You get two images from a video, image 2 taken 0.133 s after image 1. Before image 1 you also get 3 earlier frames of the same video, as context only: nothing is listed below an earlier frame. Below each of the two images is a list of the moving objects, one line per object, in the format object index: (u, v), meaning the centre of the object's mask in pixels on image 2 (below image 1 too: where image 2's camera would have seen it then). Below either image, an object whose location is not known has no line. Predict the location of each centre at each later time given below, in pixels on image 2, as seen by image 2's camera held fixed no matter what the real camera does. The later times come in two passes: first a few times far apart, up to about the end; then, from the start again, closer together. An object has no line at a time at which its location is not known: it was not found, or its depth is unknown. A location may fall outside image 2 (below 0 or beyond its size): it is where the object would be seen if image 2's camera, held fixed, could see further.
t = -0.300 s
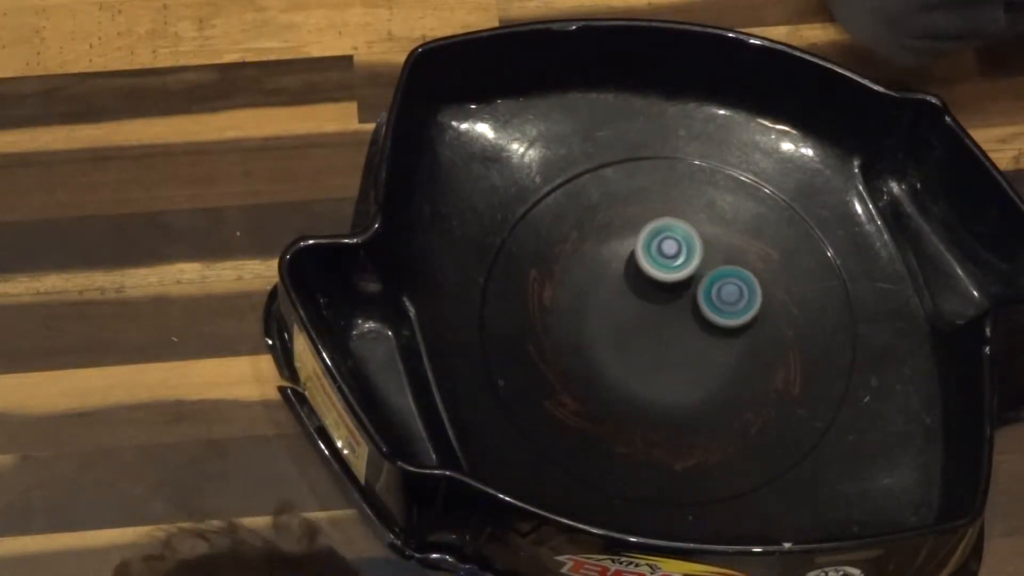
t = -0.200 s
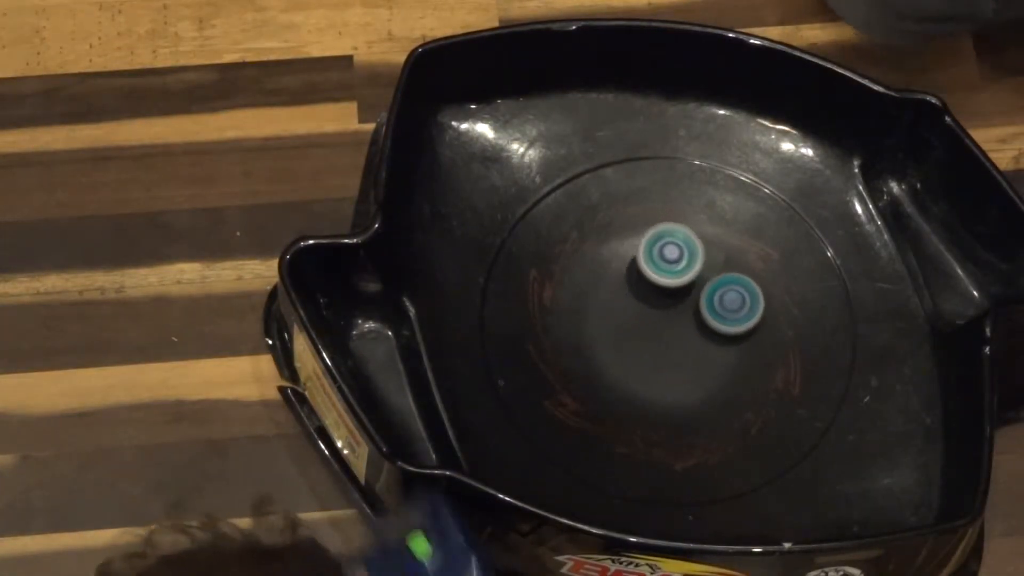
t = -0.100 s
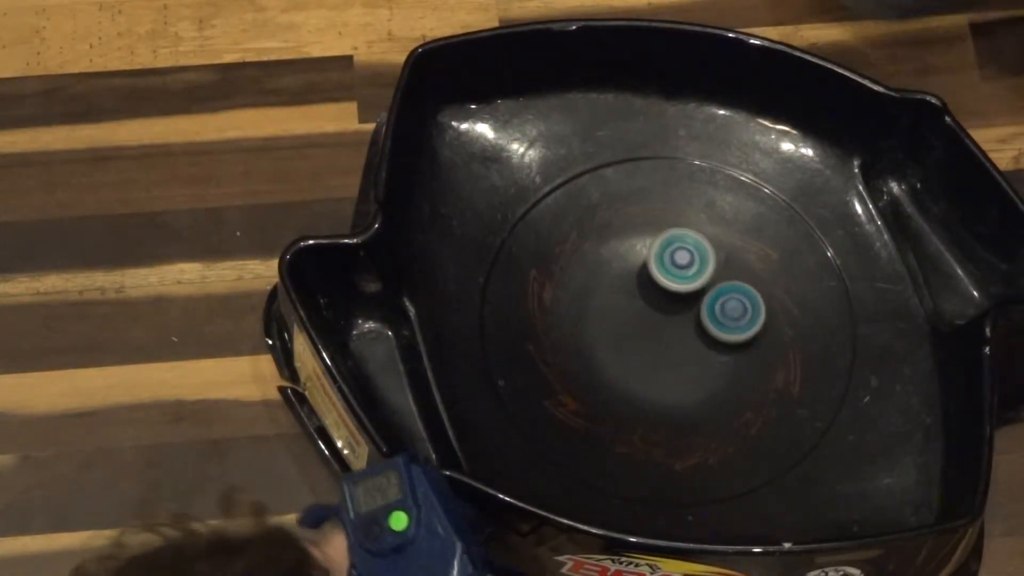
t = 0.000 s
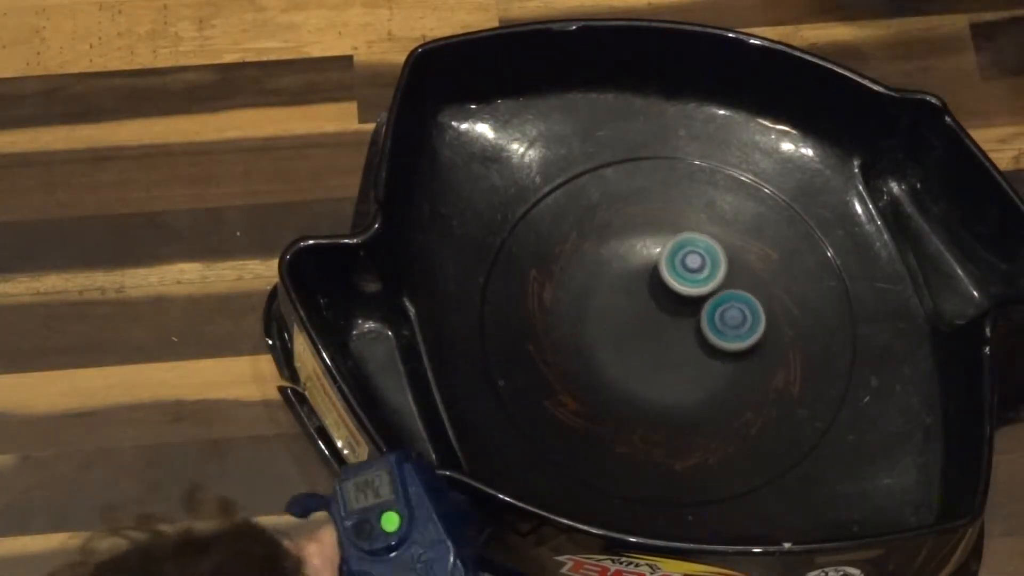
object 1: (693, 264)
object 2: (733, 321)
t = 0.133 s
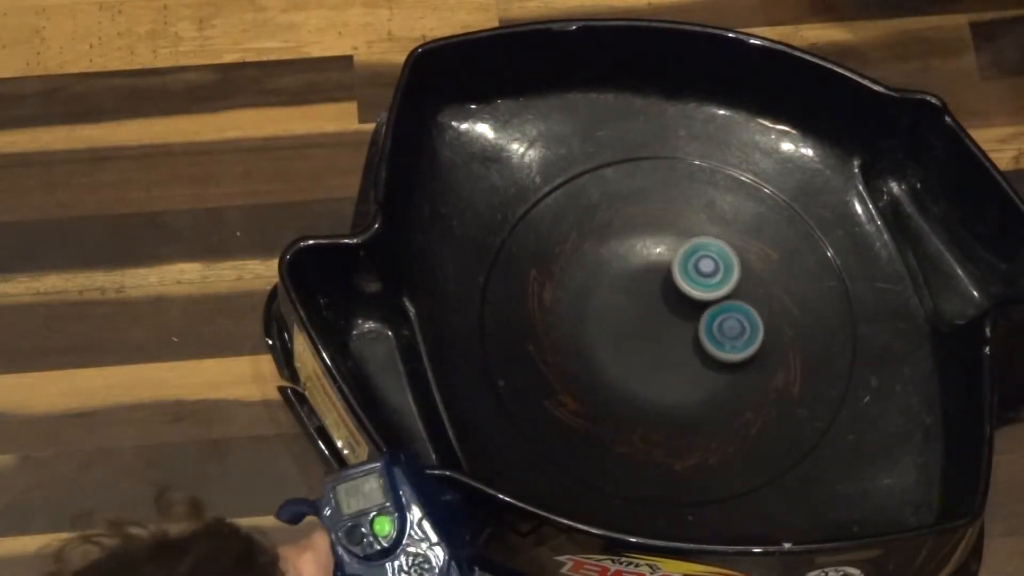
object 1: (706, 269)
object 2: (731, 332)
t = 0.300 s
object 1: (719, 277)
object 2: (725, 346)
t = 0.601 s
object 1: (708, 270)
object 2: (695, 355)
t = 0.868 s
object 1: (702, 283)
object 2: (675, 363)
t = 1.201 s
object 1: (689, 287)
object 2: (634, 347)
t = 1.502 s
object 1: (680, 275)
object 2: (608, 334)
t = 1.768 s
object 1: (654, 256)
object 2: (599, 323)
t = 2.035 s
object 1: (612, 252)
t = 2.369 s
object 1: (637, 263)
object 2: (609, 321)
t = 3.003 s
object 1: (688, 249)
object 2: (642, 303)
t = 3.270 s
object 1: (710, 268)
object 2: (655, 299)
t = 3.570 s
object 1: (731, 281)
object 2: (641, 301)
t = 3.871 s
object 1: (734, 326)
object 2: (632, 303)
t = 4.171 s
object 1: (717, 366)
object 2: (628, 308)
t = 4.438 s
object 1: (683, 382)
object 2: (630, 310)
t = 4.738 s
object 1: (639, 377)
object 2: (640, 307)
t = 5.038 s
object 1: (619, 353)
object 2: (652, 299)
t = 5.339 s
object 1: (611, 315)
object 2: (667, 290)
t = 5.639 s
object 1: (633, 283)
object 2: (686, 281)
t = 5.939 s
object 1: (648, 256)
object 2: (709, 273)
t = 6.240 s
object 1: (658, 261)
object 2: (715, 270)
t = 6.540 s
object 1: (652, 266)
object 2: (732, 282)
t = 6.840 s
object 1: (649, 279)
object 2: (730, 300)
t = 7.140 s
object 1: (660, 282)
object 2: (724, 328)
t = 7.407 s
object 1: (674, 274)
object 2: (707, 346)
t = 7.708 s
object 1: (682, 260)
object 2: (680, 354)
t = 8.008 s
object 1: (666, 260)
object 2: (649, 342)
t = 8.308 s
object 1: (675, 271)
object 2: (626, 319)
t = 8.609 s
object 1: (691, 271)
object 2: (617, 300)
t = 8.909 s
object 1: (690, 260)
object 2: (627, 288)
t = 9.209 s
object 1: (684, 255)
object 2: (636, 286)
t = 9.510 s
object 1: (696, 261)
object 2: (646, 289)
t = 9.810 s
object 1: (720, 273)
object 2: (660, 289)
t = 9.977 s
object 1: (729, 284)
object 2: (666, 290)
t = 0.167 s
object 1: (708, 269)
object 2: (729, 333)
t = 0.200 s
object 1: (709, 280)
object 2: (726, 345)
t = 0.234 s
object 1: (710, 273)
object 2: (724, 339)
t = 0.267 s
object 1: (714, 274)
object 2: (724, 340)
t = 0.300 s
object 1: (719, 277)
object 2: (725, 346)
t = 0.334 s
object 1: (716, 284)
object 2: (719, 355)
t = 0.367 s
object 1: (716, 277)
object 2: (716, 349)
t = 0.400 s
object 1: (717, 275)
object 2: (714, 347)
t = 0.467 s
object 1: (722, 271)
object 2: (714, 350)
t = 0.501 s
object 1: (719, 271)
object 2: (711, 351)
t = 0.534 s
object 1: (718, 274)
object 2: (709, 357)
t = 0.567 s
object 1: (711, 269)
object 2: (700, 352)
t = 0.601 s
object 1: (708, 270)
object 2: (695, 355)
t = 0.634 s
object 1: (704, 275)
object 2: (690, 360)
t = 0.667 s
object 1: (708, 273)
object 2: (691, 358)
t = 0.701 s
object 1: (704, 274)
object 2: (686, 358)
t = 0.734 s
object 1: (705, 276)
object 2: (685, 359)
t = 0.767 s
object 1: (708, 276)
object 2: (686, 359)
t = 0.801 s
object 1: (699, 282)
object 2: (675, 364)
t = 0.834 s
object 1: (701, 278)
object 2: (676, 358)
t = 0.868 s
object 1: (702, 283)
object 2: (675, 363)
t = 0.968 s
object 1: (697, 286)
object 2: (662, 361)
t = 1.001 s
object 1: (695, 286)
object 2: (658, 359)
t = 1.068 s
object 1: (693, 287)
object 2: (649, 356)
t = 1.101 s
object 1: (694, 290)
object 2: (647, 355)
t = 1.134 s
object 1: (685, 290)
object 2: (635, 353)
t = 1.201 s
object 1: (689, 287)
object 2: (634, 347)
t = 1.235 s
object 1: (690, 289)
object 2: (633, 347)
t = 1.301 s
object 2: (617, 346)
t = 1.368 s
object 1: (682, 287)
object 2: (616, 342)
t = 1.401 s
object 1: (683, 285)
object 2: (616, 341)
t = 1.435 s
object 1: (677, 279)
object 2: (607, 335)
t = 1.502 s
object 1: (680, 275)
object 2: (608, 334)
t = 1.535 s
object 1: (675, 273)
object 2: (603, 332)
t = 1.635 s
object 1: (669, 261)
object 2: (601, 324)
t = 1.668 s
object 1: (665, 257)
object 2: (600, 322)
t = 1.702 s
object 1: (661, 254)
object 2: (598, 321)
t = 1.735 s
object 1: (653, 262)
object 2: (594, 329)
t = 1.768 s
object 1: (654, 256)
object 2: (599, 323)
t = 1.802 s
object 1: (649, 248)
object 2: (599, 316)
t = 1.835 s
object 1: (641, 248)
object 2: (597, 315)
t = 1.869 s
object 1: (634, 249)
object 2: (596, 313)
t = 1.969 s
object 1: (618, 260)
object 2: (596, 313)
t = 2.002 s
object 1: (615, 259)
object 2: (596, 313)
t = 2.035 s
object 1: (612, 252)
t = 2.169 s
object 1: (616, 256)
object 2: (596, 329)
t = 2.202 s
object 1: (613, 254)
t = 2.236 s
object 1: (614, 260)
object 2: (597, 326)
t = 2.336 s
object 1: (631, 265)
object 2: (606, 324)
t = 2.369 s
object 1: (637, 263)
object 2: (609, 321)
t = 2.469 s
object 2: (613, 326)
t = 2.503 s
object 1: (665, 256)
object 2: (620, 312)
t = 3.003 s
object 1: (688, 249)
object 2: (642, 303)
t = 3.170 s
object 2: (640, 295)
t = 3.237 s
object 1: (690, 267)
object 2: (646, 300)
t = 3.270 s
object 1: (710, 268)
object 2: (655, 299)
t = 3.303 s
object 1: (719, 269)
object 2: (652, 300)
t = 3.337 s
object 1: (724, 270)
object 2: (650, 300)
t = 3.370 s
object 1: (727, 271)
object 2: (649, 300)
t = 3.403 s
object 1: (728, 271)
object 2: (648, 300)
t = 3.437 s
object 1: (729, 273)
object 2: (646, 300)
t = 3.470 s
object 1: (730, 274)
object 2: (645, 300)
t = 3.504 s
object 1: (730, 276)
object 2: (644, 300)
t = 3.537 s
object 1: (731, 278)
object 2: (643, 300)
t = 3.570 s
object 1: (731, 281)
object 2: (641, 301)
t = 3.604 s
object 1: (731, 284)
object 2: (640, 301)
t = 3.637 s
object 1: (732, 288)
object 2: (639, 301)
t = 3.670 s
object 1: (733, 293)
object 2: (638, 301)
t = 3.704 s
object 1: (734, 298)
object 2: (637, 301)
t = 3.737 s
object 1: (734, 303)
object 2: (636, 301)
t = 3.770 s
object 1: (735, 309)
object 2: (635, 302)
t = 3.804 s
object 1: (734, 315)
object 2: (634, 302)
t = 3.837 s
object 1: (734, 320)
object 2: (632, 302)
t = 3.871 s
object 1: (734, 326)
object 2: (632, 303)
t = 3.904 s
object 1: (734, 332)
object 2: (631, 304)
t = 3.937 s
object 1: (733, 337)
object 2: (630, 304)
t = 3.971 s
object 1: (732, 342)
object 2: (630, 305)
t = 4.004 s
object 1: (730, 347)
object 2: (629, 306)
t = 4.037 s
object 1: (728, 351)
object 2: (629, 306)
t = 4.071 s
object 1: (726, 355)
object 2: (629, 306)
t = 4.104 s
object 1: (723, 359)
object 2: (628, 307)
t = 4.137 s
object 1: (721, 362)
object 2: (628, 307)
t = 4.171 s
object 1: (717, 366)
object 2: (628, 308)
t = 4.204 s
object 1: (714, 369)
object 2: (628, 308)
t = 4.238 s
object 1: (710, 372)
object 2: (628, 309)
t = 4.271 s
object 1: (707, 374)
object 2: (628, 309)
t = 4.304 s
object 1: (703, 376)
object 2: (628, 309)
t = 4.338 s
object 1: (698, 378)
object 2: (629, 309)
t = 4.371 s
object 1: (694, 380)
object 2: (629, 310)
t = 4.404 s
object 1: (688, 381)
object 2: (630, 310)
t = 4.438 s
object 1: (683, 382)
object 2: (630, 310)
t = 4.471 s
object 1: (678, 382)
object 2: (631, 310)
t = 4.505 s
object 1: (672, 383)
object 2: (632, 310)
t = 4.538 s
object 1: (667, 382)
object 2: (633, 310)
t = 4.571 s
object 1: (662, 382)
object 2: (634, 310)
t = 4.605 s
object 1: (656, 381)
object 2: (635, 309)
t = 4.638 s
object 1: (651, 380)
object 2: (636, 309)
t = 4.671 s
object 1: (646, 379)
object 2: (637, 309)
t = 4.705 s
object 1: (643, 378)
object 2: (639, 308)
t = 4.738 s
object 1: (639, 377)
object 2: (640, 307)
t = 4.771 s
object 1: (637, 376)
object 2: (642, 306)
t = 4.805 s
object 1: (634, 375)
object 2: (643, 306)
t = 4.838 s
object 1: (632, 372)
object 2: (645, 305)
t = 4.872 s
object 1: (630, 370)
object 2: (646, 304)
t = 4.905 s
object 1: (628, 367)
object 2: (647, 304)
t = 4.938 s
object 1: (626, 364)
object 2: (649, 302)
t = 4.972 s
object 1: (624, 361)
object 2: (650, 301)
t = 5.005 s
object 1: (621, 357)
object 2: (651, 300)
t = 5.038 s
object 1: (619, 353)
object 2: (652, 299)
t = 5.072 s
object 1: (617, 349)
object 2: (654, 298)
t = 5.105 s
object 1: (615, 344)
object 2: (656, 297)
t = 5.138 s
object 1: (614, 339)
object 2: (657, 296)
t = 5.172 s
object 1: (612, 335)
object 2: (659, 295)
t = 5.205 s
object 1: (611, 330)
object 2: (660, 293)
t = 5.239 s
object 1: (610, 326)
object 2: (662, 292)
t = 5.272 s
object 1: (610, 322)
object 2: (664, 291)
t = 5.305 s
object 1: (610, 318)
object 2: (666, 291)
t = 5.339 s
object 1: (611, 315)
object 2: (667, 290)
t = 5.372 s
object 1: (612, 312)
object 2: (669, 289)
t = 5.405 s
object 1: (613, 308)
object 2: (671, 288)
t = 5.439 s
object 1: (615, 305)
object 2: (672, 287)
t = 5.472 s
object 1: (617, 301)
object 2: (674, 286)
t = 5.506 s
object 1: (620, 298)
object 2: (676, 285)
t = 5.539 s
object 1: (623, 294)
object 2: (678, 284)
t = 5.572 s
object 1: (626, 291)
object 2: (681, 283)
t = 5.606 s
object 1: (629, 287)
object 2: (683, 282)
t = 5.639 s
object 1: (633, 283)
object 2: (686, 281)
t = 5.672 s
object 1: (637, 279)
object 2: (689, 280)
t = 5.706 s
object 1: (639, 276)
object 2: (692, 279)
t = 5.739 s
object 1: (641, 272)
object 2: (695, 278)
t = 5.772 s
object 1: (645, 269)
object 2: (697, 277)
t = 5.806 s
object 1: (648, 266)
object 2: (700, 276)
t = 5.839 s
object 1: (649, 263)
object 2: (702, 275)
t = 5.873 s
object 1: (649, 259)
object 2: (705, 275)
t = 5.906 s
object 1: (649, 257)
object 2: (707, 274)
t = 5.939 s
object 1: (648, 256)
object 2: (709, 273)
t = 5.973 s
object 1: (647, 256)
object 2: (710, 272)
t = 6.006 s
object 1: (647, 256)
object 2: (711, 271)
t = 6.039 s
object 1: (646, 257)
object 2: (711, 270)
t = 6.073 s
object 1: (647, 258)
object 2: (711, 269)
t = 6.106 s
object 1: (649, 260)
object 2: (711, 269)
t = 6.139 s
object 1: (653, 261)
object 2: (711, 269)
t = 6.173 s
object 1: (657, 261)
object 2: (712, 269)
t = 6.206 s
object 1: (660, 261)
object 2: (713, 269)
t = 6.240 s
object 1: (658, 261)
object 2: (715, 270)
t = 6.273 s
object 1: (658, 261)
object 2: (715, 270)
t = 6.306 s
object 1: (660, 261)
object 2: (716, 272)
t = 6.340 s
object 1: (663, 262)
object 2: (717, 273)
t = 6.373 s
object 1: (665, 263)
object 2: (718, 274)
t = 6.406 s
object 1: (667, 264)
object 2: (720, 276)
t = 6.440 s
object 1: (659, 263)
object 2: (724, 277)
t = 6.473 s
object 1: (655, 264)
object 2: (730, 280)
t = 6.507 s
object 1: (653, 265)
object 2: (731, 281)
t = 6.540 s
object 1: (652, 266)
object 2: (732, 282)
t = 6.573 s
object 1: (651, 268)
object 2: (732, 282)
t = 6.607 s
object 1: (650, 269)
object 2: (731, 284)
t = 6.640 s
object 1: (649, 271)
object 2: (731, 285)
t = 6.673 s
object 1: (648, 272)
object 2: (730, 287)
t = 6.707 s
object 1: (648, 274)
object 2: (730, 289)
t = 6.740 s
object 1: (648, 275)
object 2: (730, 291)
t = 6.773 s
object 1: (648, 276)
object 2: (730, 294)
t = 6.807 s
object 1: (648, 277)
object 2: (730, 297)
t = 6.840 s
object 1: (649, 279)
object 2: (730, 300)
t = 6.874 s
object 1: (650, 280)
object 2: (730, 302)
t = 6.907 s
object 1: (650, 281)
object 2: (730, 306)
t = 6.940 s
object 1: (651, 282)
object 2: (730, 309)
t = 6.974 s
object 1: (652, 282)
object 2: (729, 312)
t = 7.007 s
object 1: (654, 282)
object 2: (729, 316)
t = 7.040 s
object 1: (655, 282)
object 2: (728, 319)
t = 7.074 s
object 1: (657, 282)
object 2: (727, 322)
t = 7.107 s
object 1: (659, 283)
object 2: (726, 325)
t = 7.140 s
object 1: (660, 282)
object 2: (724, 328)
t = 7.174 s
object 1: (662, 281)
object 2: (723, 331)
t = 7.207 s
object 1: (664, 280)
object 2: (721, 333)
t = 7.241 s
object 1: (666, 279)
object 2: (719, 336)
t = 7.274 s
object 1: (667, 279)
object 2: (717, 338)
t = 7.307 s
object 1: (669, 278)
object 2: (715, 340)
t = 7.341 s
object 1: (671, 277)
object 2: (713, 342)
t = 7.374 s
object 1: (672, 275)
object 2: (710, 344)
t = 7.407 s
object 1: (674, 274)
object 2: (707, 346)
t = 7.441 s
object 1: (675, 273)
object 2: (705, 347)
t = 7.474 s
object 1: (676, 272)
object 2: (702, 349)
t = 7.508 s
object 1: (678, 270)
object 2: (699, 351)
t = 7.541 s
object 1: (679, 268)
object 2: (696, 352)
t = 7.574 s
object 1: (680, 267)
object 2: (693, 353)
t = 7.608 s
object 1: (681, 265)
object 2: (690, 353)
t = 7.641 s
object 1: (681, 263)
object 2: (687, 354)
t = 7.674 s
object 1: (682, 261)
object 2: (684, 354)
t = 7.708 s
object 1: (682, 260)
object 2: (680, 354)
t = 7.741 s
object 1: (681, 259)
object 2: (677, 354)
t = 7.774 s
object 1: (680, 258)
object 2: (674, 353)
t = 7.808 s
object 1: (678, 257)
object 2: (670, 352)
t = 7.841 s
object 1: (676, 256)
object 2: (667, 351)
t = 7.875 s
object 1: (673, 256)
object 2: (663, 350)
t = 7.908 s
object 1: (670, 257)
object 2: (660, 348)
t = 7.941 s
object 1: (668, 258)
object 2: (656, 346)
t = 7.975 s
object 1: (667, 259)
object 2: (653, 344)
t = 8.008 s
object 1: (666, 260)
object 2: (649, 342)
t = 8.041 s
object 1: (666, 262)
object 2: (646, 339)
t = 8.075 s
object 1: (666, 263)
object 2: (643, 337)
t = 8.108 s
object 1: (666, 265)
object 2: (640, 335)
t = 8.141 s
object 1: (667, 266)
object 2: (637, 332)
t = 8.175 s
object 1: (668, 267)
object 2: (635, 329)
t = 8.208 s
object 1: (670, 269)
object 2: (632, 327)
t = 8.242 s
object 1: (671, 270)
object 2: (630, 324)
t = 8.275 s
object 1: (673, 270)
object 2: (628, 321)
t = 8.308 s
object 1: (675, 271)
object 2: (626, 319)
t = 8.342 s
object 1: (676, 272)
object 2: (624, 317)
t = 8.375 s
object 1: (678, 272)
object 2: (623, 315)
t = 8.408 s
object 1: (680, 273)
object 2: (621, 312)
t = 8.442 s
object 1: (682, 273)
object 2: (620, 310)
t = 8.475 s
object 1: (684, 273)
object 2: (619, 307)
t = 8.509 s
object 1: (686, 273)
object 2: (619, 306)
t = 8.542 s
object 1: (688, 273)
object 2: (618, 304)
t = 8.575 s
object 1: (689, 272)
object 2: (618, 302)
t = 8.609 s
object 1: (691, 271)
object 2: (617, 300)
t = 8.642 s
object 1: (692, 270)
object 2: (617, 299)
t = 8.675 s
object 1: (693, 269)
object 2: (617, 297)
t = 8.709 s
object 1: (693, 268)
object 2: (618, 296)
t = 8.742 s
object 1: (693, 267)
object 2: (619, 294)
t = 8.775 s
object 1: (693, 265)
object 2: (620, 293)
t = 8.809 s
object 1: (693, 264)
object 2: (621, 291)
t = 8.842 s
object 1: (692, 262)
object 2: (623, 290)
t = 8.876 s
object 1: (691, 261)
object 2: (625, 289)
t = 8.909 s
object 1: (690, 260)
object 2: (627, 288)
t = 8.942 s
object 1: (687, 259)
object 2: (629, 287)
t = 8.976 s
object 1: (684, 259)
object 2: (631, 287)
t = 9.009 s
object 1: (681, 259)
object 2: (632, 287)
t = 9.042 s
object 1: (681, 259)
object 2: (633, 286)
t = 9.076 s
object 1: (681, 258)
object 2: (633, 286)
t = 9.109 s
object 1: (683, 258)
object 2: (634, 286)
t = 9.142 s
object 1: (685, 257)
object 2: (634, 286)
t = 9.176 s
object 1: (685, 256)
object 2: (635, 286)
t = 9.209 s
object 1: (684, 255)
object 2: (636, 286)
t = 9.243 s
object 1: (683, 255)
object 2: (638, 287)
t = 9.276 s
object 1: (684, 255)
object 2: (638, 287)
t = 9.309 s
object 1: (684, 254)
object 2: (639, 287)
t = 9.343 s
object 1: (684, 255)
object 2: (640, 288)
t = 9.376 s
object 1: (686, 256)
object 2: (641, 288)
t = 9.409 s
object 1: (687, 256)
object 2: (642, 288)
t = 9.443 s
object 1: (689, 257)
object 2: (643, 289)
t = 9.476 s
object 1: (692, 259)
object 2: (644, 289)
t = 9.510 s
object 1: (696, 261)
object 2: (646, 289)
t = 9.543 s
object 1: (701, 263)
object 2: (648, 289)
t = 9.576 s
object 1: (705, 264)
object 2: (649, 289)
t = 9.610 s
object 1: (709, 266)
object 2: (651, 289)
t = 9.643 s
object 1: (712, 267)
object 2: (653, 289)
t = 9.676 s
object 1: (716, 268)
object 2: (654, 289)
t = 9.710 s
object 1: (718, 269)
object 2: (656, 289)
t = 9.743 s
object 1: (719, 270)
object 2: (657, 290)
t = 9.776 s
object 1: (720, 271)
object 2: (658, 289)
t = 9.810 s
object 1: (720, 273)
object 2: (660, 289)
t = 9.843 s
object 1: (721, 276)
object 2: (661, 290)
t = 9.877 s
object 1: (723, 278)
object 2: (662, 290)
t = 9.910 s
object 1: (725, 280)
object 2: (664, 290)
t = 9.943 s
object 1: (727, 282)
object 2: (665, 290)
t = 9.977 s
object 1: (729, 284)
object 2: (666, 290)
